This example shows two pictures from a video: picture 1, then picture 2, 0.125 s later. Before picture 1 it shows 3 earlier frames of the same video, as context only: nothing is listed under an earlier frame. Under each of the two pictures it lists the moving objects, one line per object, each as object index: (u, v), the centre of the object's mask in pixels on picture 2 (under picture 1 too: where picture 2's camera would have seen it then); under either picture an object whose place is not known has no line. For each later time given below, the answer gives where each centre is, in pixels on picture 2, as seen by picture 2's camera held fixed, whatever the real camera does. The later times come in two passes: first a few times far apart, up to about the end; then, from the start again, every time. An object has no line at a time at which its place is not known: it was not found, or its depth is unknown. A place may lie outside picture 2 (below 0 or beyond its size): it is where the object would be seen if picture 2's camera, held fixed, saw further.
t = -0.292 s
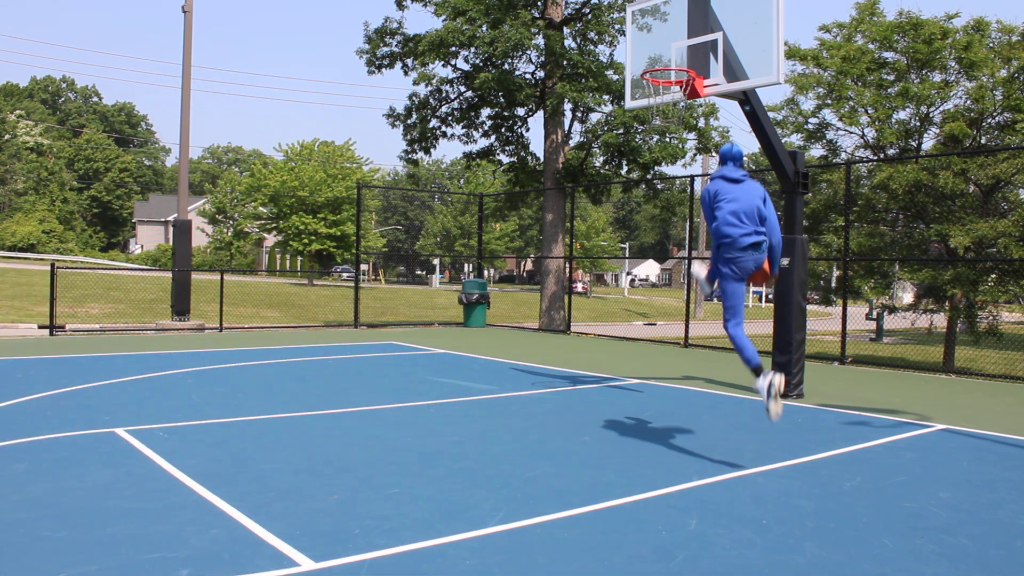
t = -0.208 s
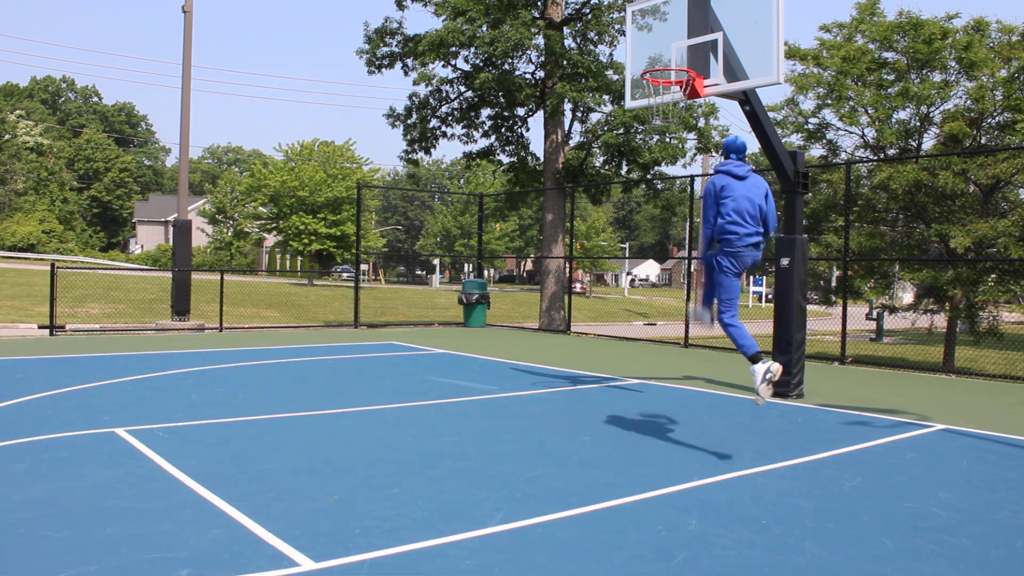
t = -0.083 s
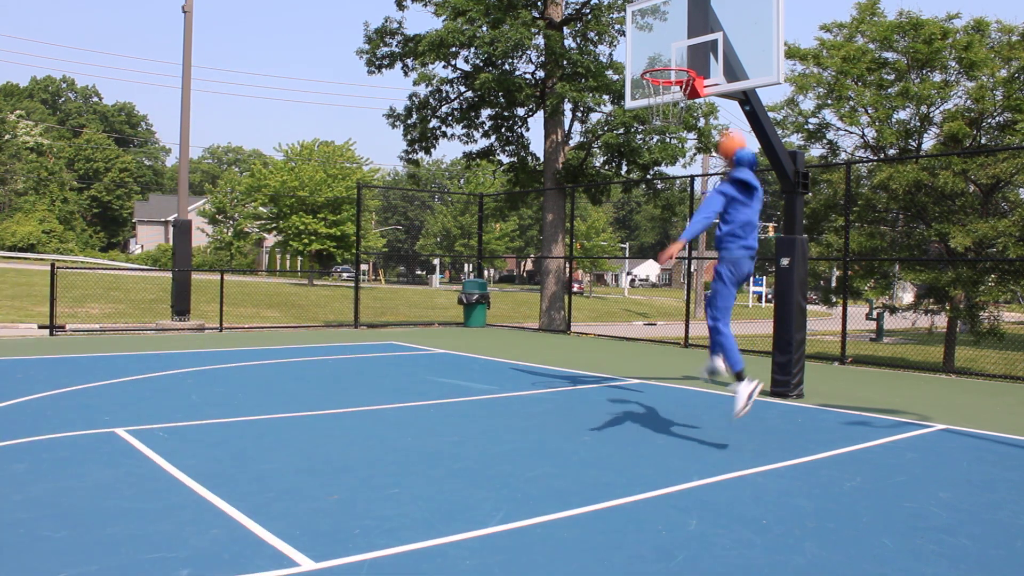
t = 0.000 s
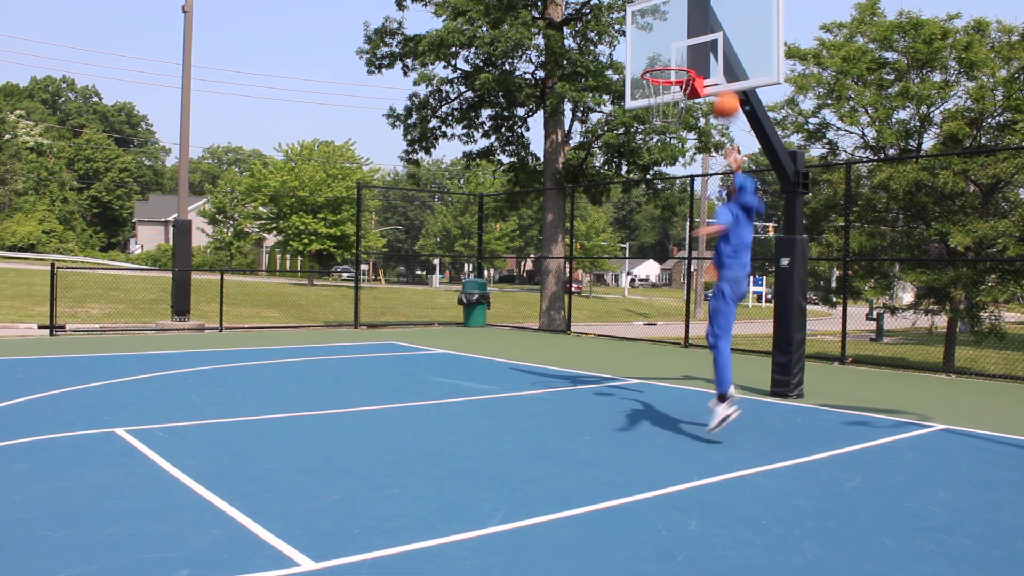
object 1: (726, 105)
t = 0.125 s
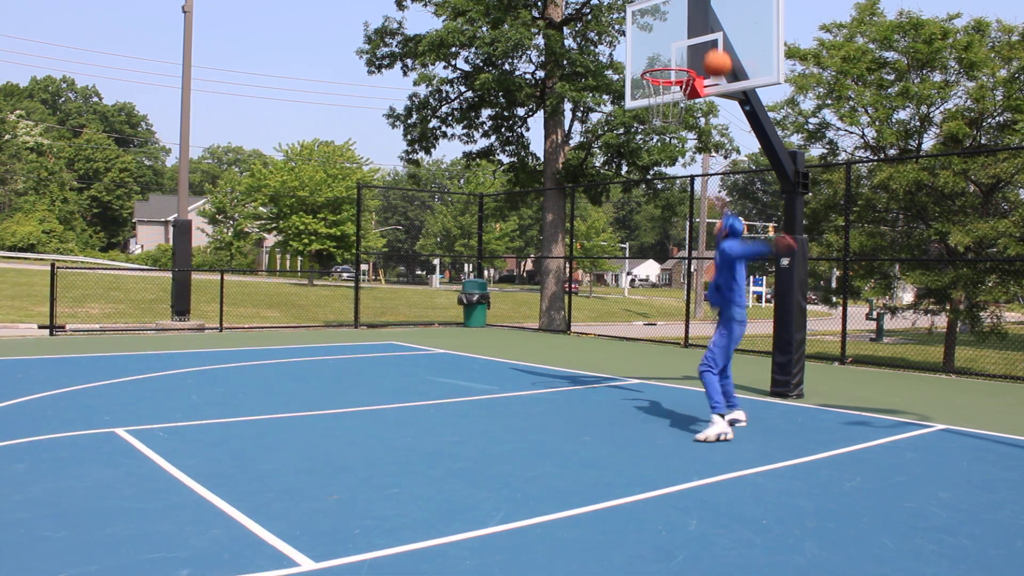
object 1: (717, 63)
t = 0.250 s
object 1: (702, 44)
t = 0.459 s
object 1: (666, 52)
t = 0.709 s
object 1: (676, 76)
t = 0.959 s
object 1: (653, 91)
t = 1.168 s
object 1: (661, 121)
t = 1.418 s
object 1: (668, 201)
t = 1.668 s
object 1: (670, 352)
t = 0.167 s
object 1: (714, 54)
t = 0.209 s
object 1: (708, 48)
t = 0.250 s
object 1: (702, 44)
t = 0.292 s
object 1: (695, 42)
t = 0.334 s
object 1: (688, 42)
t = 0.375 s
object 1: (681, 43)
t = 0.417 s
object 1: (673, 47)
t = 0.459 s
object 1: (666, 52)
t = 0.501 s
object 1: (658, 58)
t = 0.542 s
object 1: (653, 66)
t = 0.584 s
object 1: (661, 67)
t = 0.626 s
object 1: (671, 70)
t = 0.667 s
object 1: (680, 75)
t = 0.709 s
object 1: (676, 76)
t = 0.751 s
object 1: (670, 77)
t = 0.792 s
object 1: (662, 81)
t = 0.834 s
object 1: (656, 85)
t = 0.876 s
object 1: (654, 87)
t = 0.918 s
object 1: (653, 88)
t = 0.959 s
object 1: (653, 91)
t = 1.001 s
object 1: (654, 95)
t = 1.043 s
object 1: (656, 101)
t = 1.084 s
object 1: (657, 107)
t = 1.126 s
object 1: (659, 115)
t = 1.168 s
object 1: (661, 121)
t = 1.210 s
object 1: (662, 130)
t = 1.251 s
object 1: (663, 140)
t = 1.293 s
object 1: (665, 152)
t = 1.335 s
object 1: (666, 166)
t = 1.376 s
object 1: (667, 184)
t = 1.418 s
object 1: (668, 201)
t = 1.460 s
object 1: (669, 219)
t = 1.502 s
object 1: (669, 242)
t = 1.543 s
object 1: (669, 265)
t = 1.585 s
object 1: (670, 291)
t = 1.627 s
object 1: (669, 318)
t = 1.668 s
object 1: (670, 352)
